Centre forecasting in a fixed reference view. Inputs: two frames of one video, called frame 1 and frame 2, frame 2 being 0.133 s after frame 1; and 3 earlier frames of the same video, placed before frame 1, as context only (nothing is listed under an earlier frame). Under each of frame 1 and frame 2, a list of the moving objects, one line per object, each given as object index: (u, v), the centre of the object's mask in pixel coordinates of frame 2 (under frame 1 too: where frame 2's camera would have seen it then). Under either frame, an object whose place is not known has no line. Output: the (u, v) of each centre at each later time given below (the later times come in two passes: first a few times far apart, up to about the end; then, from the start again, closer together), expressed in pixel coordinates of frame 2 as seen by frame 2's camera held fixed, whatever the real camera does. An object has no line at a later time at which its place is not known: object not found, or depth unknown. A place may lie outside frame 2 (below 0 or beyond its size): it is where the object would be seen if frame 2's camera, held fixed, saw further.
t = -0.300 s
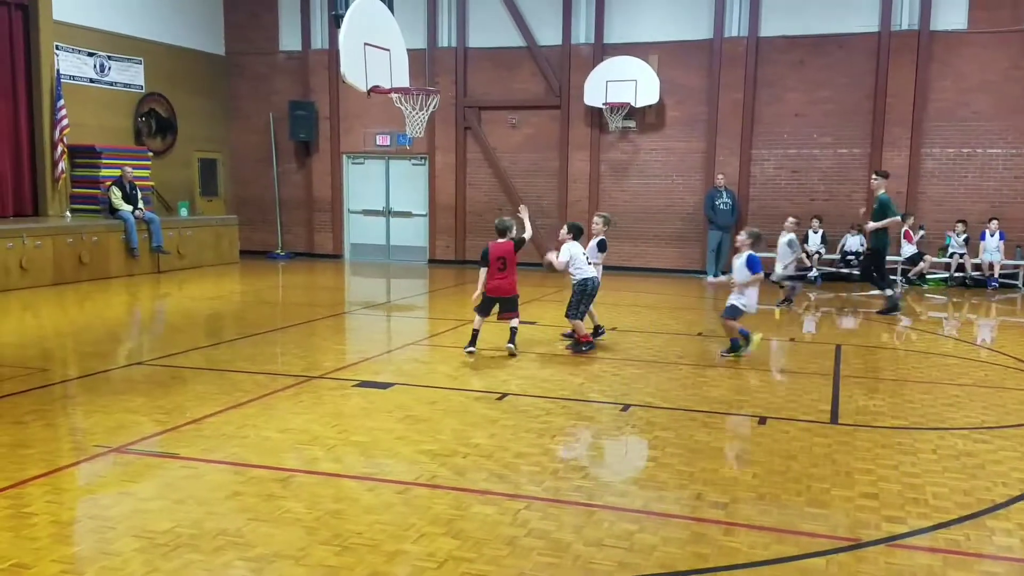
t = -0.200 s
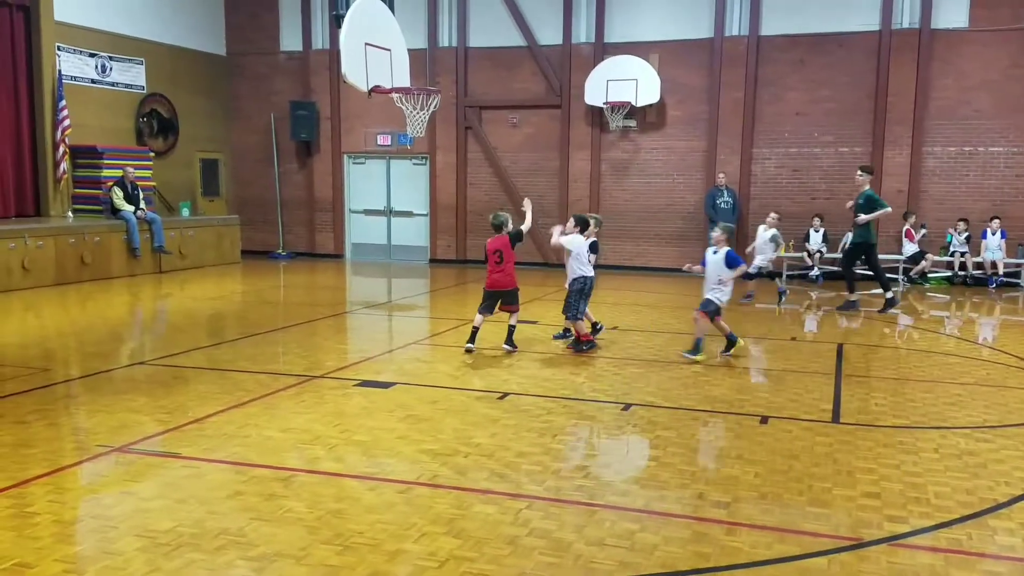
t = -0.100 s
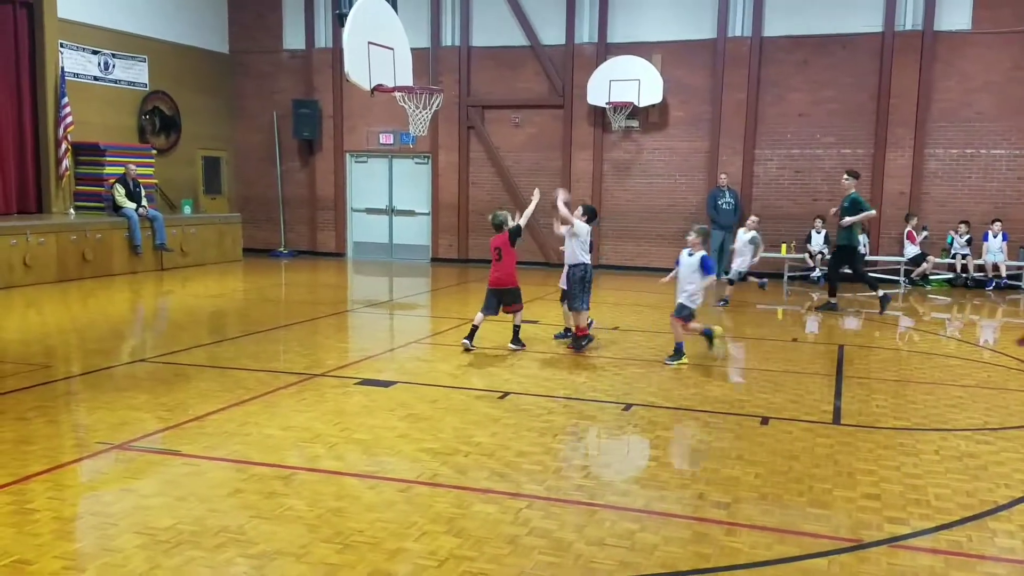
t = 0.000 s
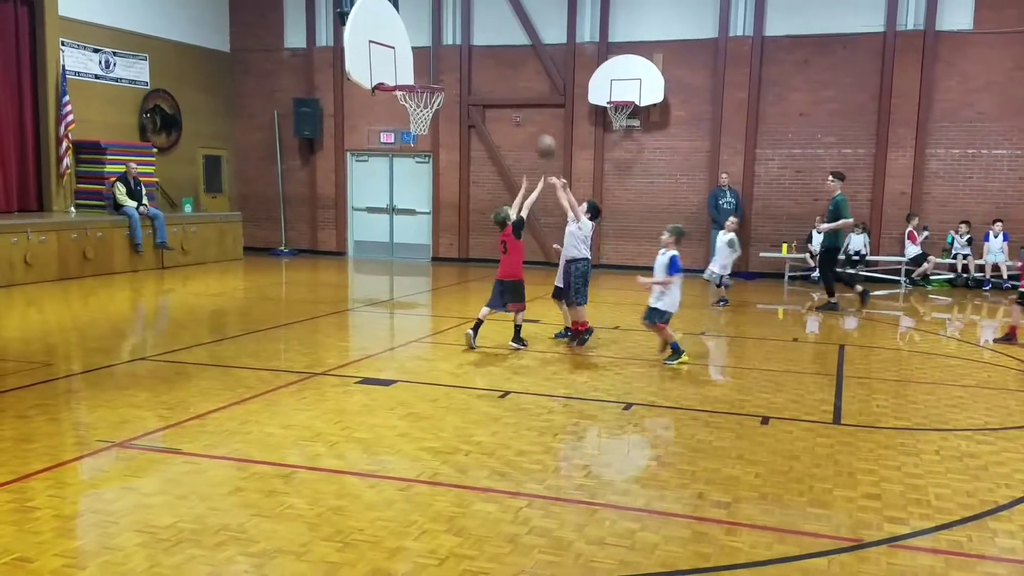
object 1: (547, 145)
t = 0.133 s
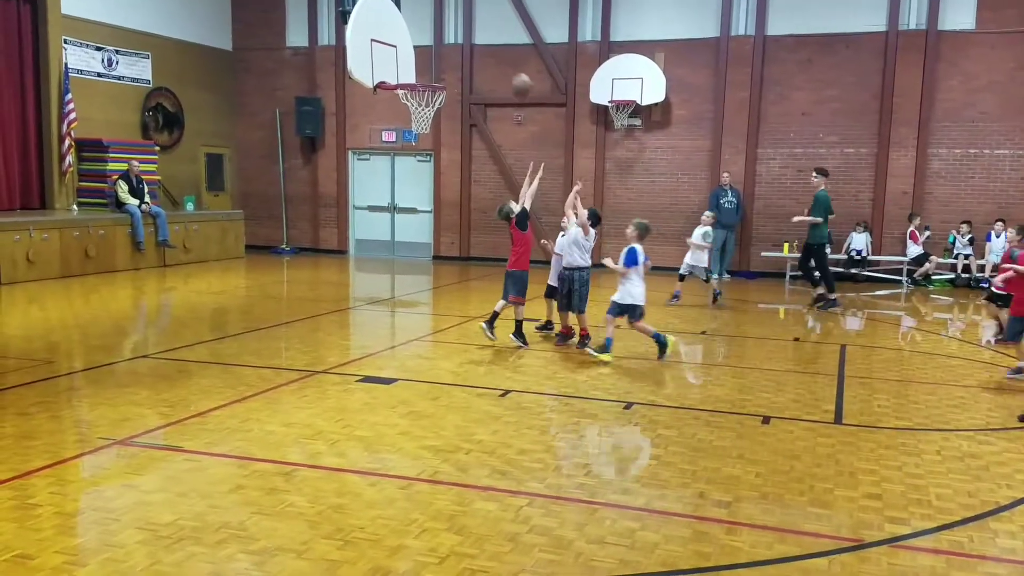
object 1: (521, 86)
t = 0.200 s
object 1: (509, 61)
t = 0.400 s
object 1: (469, 19)
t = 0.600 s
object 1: (429, 18)
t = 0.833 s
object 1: (399, 65)
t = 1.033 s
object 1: (434, 117)
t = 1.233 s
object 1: (444, 129)
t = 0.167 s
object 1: (515, 73)
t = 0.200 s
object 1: (509, 61)
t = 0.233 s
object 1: (501, 52)
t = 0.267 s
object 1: (496, 44)
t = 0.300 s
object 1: (489, 36)
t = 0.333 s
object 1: (482, 29)
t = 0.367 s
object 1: (475, 23)
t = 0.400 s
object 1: (469, 19)
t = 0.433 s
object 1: (462, 17)
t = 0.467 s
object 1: (455, 14)
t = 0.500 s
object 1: (448, 13)
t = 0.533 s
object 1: (441, 13)
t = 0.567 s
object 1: (435, 15)
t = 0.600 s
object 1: (429, 18)
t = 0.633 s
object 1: (422, 23)
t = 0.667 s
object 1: (414, 28)
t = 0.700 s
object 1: (408, 34)
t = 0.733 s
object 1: (401, 41)
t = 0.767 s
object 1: (394, 50)
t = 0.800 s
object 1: (394, 58)
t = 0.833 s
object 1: (399, 65)
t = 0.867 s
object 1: (404, 74)
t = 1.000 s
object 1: (427, 113)
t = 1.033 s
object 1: (434, 117)
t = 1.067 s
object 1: (432, 121)
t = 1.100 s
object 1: (436, 119)
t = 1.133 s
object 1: (439, 121)
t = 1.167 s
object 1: (441, 121)
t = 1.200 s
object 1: (443, 124)
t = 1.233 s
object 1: (444, 129)
